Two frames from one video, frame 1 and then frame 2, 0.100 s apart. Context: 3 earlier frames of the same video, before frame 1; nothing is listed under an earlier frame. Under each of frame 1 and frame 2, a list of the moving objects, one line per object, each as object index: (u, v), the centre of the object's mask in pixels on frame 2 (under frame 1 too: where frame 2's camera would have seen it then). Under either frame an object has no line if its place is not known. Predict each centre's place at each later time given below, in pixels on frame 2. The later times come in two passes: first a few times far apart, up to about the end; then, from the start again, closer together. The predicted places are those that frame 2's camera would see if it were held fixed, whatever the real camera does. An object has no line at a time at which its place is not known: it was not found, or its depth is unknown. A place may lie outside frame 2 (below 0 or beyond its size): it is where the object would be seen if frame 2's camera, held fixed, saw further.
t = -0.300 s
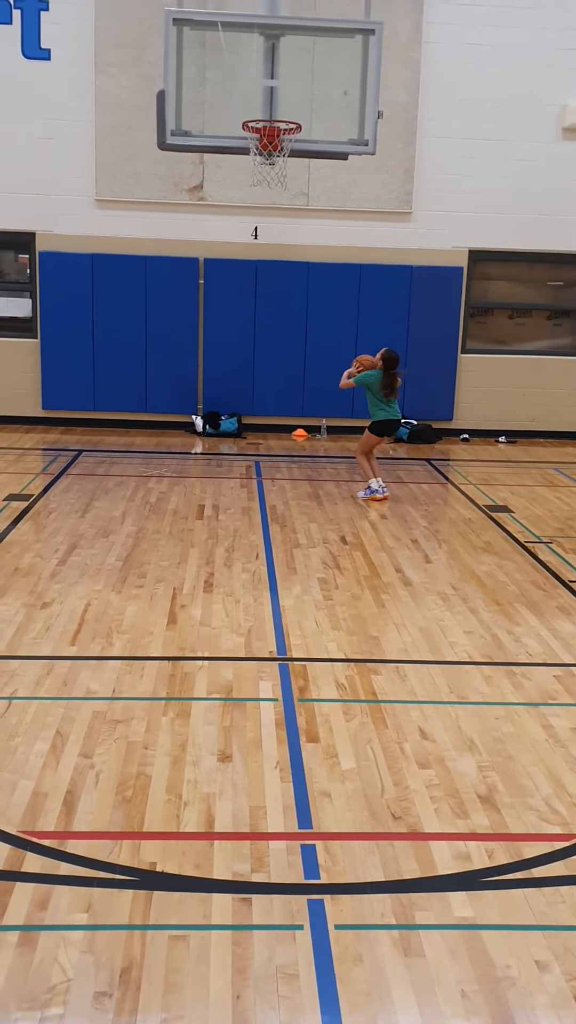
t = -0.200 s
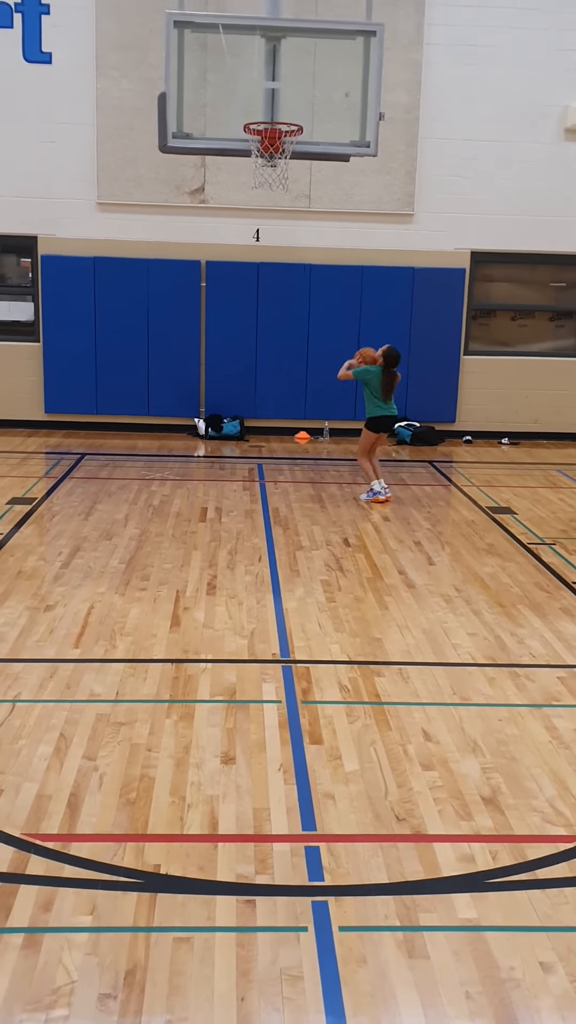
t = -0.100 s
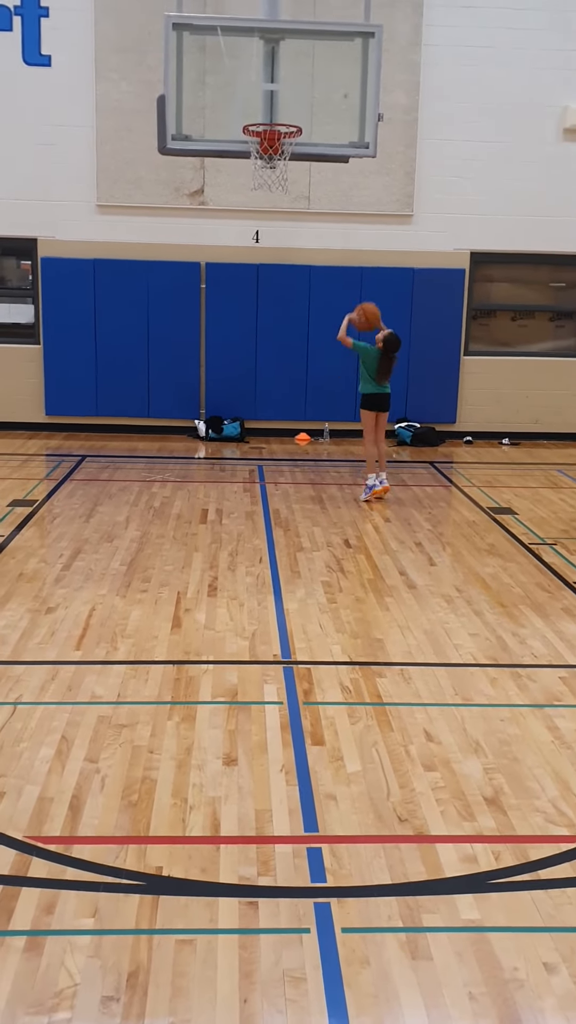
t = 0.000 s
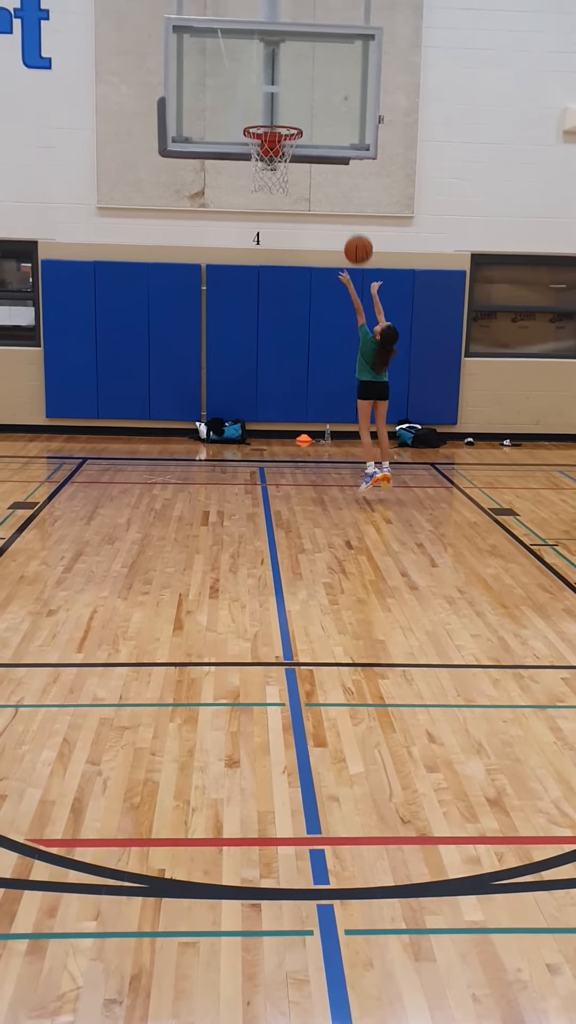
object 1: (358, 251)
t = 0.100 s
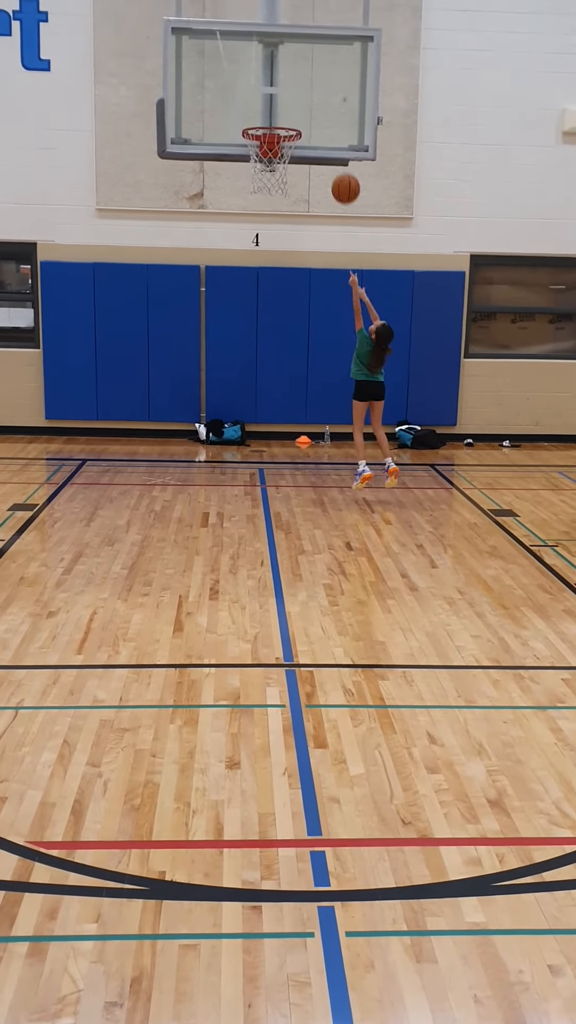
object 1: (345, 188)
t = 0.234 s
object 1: (329, 126)
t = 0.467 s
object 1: (306, 72)
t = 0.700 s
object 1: (295, 87)
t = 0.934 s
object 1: (262, 121)
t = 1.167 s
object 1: (281, 151)
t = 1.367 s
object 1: (270, 211)
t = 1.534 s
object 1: (261, 294)
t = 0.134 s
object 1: (342, 171)
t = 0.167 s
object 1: (338, 154)
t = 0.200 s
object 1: (334, 139)
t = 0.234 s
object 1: (329, 126)
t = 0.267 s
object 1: (326, 114)
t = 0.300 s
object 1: (322, 104)
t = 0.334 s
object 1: (318, 94)
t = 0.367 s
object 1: (314, 86)
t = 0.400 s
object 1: (309, 80)
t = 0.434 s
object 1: (307, 75)
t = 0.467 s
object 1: (306, 72)
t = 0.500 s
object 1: (304, 70)
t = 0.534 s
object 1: (303, 70)
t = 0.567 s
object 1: (302, 70)
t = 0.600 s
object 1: (300, 72)
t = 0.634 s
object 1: (298, 76)
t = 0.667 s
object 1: (297, 81)
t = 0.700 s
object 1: (295, 87)
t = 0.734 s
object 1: (294, 96)
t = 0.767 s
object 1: (293, 104)
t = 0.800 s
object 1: (290, 114)
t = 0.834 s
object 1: (286, 119)
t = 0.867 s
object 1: (279, 119)
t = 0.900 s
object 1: (272, 119)
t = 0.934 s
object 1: (262, 121)
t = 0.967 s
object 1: (258, 122)
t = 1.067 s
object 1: (273, 130)
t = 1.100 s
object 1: (281, 141)
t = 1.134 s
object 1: (282, 145)
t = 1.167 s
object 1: (281, 151)
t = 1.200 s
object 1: (280, 158)
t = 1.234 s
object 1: (278, 166)
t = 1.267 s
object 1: (276, 175)
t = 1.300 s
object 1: (274, 187)
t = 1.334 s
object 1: (272, 199)
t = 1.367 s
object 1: (270, 211)
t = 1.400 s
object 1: (268, 225)
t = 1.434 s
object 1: (267, 240)
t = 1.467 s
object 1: (265, 258)
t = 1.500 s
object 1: (263, 275)
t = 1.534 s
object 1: (261, 294)
